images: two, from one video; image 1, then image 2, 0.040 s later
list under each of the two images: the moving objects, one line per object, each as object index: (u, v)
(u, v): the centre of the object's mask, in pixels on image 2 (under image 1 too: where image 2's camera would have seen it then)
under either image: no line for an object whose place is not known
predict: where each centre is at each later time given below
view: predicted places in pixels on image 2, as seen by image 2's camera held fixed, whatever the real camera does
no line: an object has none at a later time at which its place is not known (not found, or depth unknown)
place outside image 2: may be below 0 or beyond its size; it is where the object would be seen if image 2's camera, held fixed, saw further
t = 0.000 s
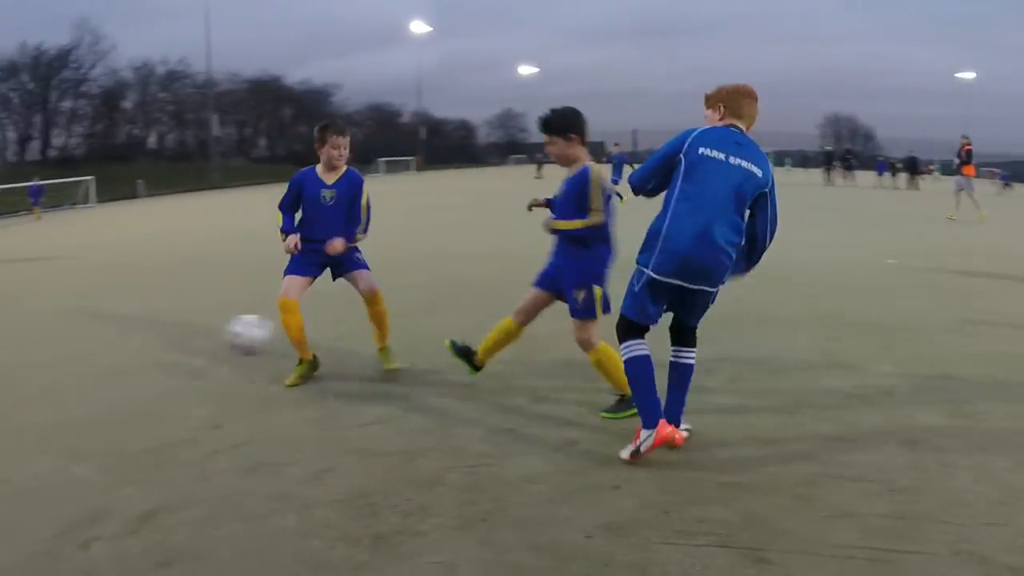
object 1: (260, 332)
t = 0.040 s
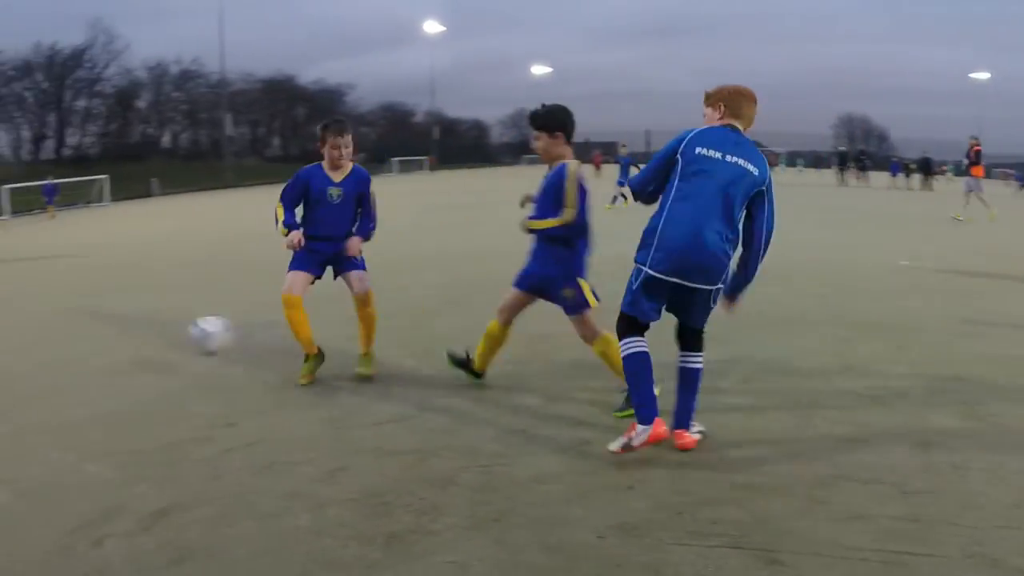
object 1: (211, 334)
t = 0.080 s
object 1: (166, 339)
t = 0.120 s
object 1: (125, 345)
